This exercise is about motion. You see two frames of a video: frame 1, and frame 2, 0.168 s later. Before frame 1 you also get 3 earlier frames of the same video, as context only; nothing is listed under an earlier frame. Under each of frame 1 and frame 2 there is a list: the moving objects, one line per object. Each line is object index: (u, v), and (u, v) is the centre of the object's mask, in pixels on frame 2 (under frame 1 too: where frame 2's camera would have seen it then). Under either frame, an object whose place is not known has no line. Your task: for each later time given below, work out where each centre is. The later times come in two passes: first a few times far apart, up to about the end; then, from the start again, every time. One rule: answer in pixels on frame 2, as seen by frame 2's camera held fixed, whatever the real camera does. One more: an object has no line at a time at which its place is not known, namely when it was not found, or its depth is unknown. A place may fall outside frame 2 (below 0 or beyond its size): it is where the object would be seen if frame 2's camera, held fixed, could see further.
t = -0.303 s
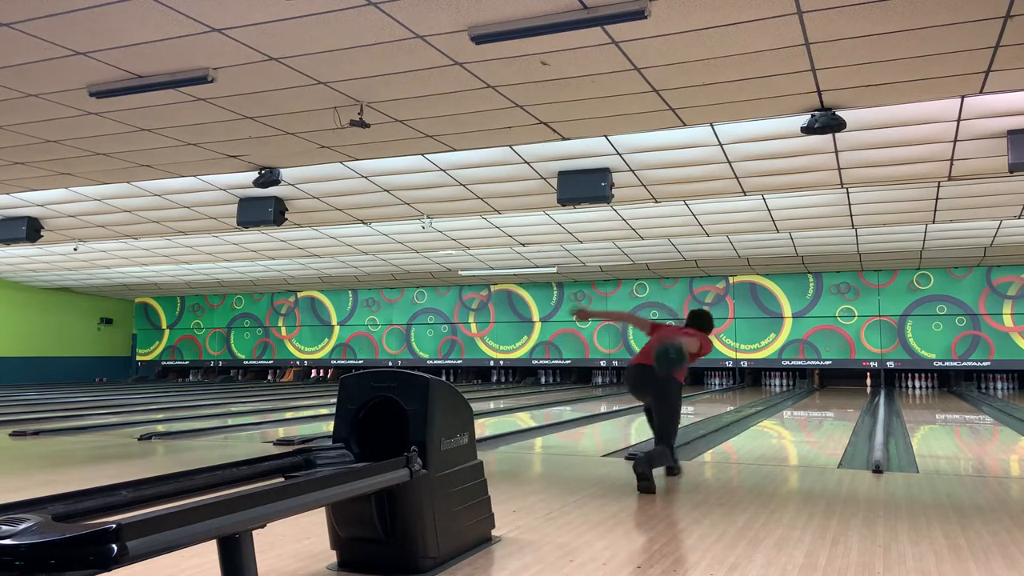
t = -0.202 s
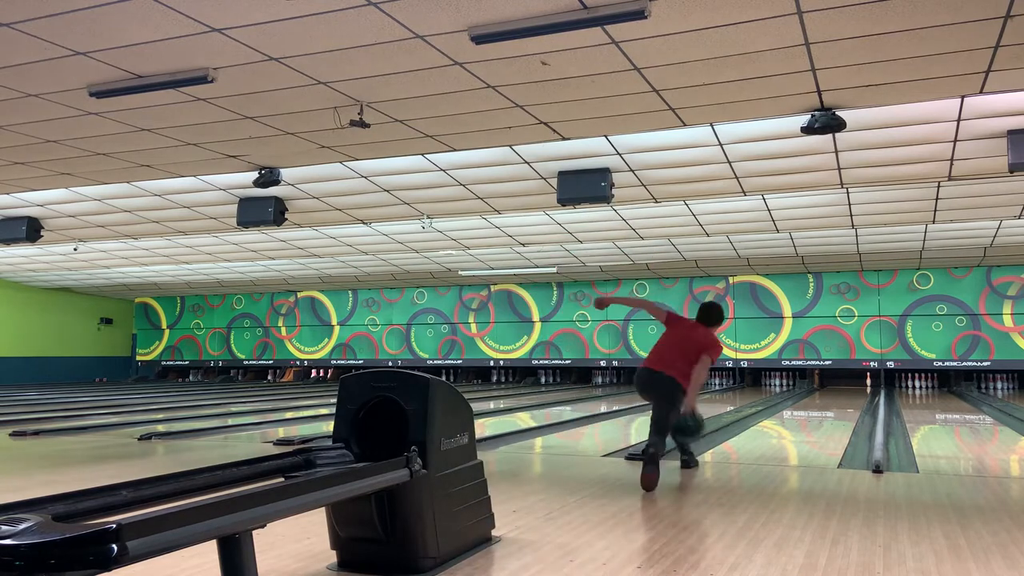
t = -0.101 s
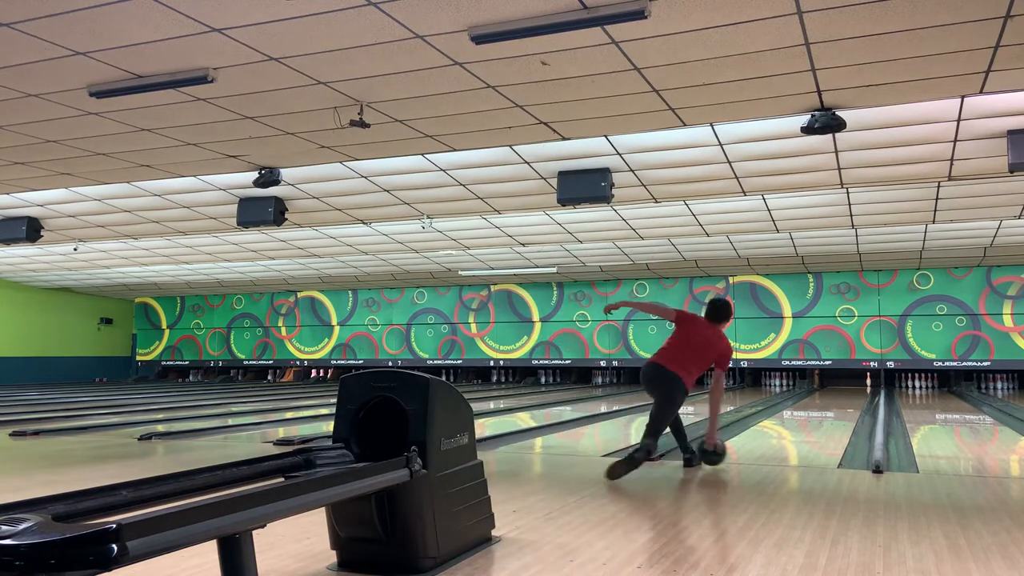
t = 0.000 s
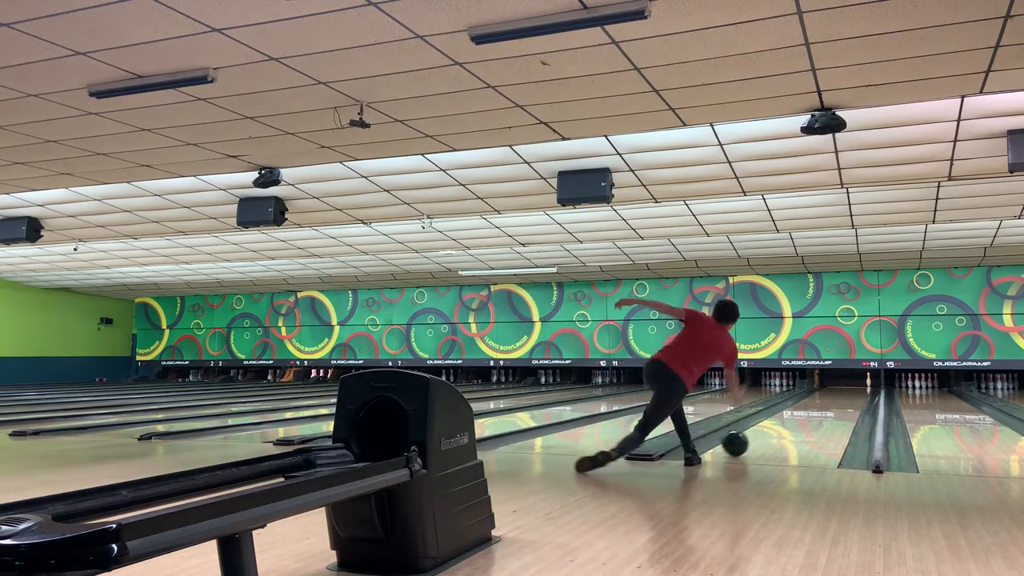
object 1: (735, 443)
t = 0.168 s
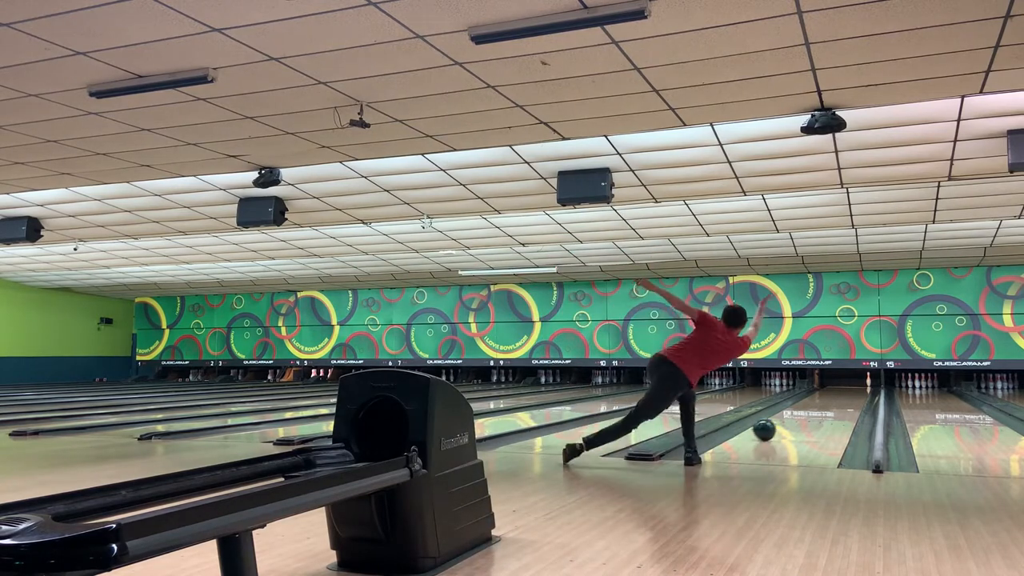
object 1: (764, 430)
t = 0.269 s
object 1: (778, 423)
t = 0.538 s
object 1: (805, 411)
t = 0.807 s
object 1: (824, 403)
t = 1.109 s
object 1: (838, 396)
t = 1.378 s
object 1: (849, 391)
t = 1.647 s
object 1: (856, 388)
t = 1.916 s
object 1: (861, 385)
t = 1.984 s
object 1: (862, 385)
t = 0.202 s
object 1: (769, 427)
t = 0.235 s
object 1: (774, 425)
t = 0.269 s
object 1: (778, 423)
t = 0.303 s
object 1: (782, 421)
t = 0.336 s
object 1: (786, 419)
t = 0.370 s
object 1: (790, 418)
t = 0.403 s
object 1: (793, 416)
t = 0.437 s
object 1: (796, 415)
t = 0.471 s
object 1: (799, 413)
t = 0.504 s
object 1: (802, 412)
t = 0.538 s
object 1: (805, 411)
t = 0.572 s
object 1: (808, 410)
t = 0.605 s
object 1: (810, 409)
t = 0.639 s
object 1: (813, 408)
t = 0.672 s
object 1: (815, 407)
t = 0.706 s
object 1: (818, 405)
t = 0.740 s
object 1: (820, 404)
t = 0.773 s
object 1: (822, 403)
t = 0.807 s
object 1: (824, 403)
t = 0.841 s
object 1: (826, 402)
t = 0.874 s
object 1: (828, 401)
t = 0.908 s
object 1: (829, 400)
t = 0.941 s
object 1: (831, 399)
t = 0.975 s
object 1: (833, 398)
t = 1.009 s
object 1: (834, 398)
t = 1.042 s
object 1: (836, 397)
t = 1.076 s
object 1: (837, 397)
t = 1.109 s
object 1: (838, 396)
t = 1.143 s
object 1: (840, 395)
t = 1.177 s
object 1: (841, 395)
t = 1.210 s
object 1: (843, 394)
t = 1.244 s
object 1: (844, 394)
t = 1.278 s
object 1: (845, 393)
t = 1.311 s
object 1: (847, 393)
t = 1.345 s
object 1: (848, 392)
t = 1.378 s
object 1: (849, 391)
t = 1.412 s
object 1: (849, 391)
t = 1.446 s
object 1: (850, 390)
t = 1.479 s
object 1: (851, 390)
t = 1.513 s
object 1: (852, 389)
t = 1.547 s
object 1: (853, 389)
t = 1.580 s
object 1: (854, 389)
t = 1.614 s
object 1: (854, 389)
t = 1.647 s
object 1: (856, 388)
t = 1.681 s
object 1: (856, 388)
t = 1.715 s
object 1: (857, 388)
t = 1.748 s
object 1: (858, 388)
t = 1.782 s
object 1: (859, 387)
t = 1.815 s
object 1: (859, 387)
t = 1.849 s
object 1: (860, 386)
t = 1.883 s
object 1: (860, 385)
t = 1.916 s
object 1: (861, 385)
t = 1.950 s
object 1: (861, 385)
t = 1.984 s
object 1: (862, 385)
